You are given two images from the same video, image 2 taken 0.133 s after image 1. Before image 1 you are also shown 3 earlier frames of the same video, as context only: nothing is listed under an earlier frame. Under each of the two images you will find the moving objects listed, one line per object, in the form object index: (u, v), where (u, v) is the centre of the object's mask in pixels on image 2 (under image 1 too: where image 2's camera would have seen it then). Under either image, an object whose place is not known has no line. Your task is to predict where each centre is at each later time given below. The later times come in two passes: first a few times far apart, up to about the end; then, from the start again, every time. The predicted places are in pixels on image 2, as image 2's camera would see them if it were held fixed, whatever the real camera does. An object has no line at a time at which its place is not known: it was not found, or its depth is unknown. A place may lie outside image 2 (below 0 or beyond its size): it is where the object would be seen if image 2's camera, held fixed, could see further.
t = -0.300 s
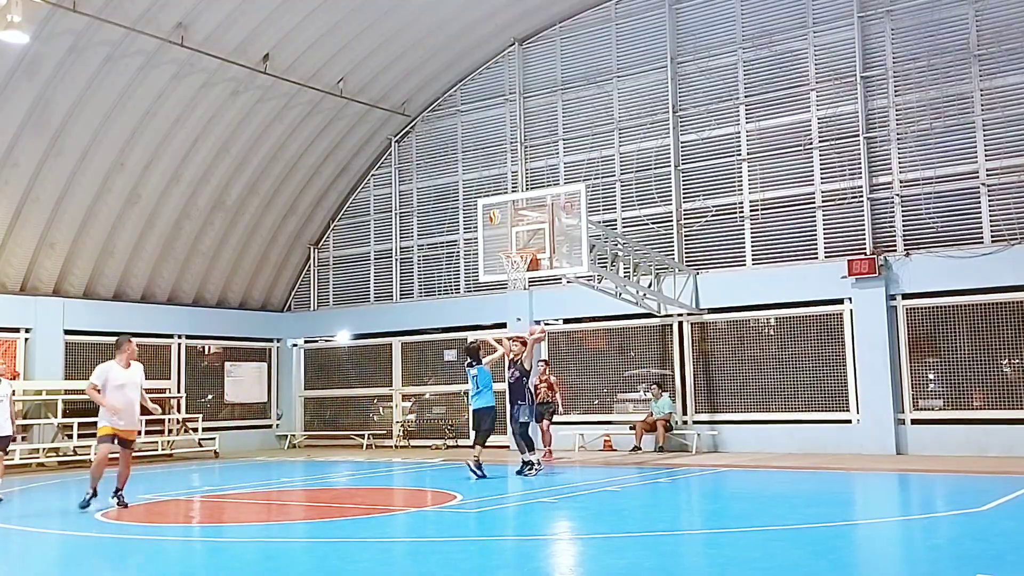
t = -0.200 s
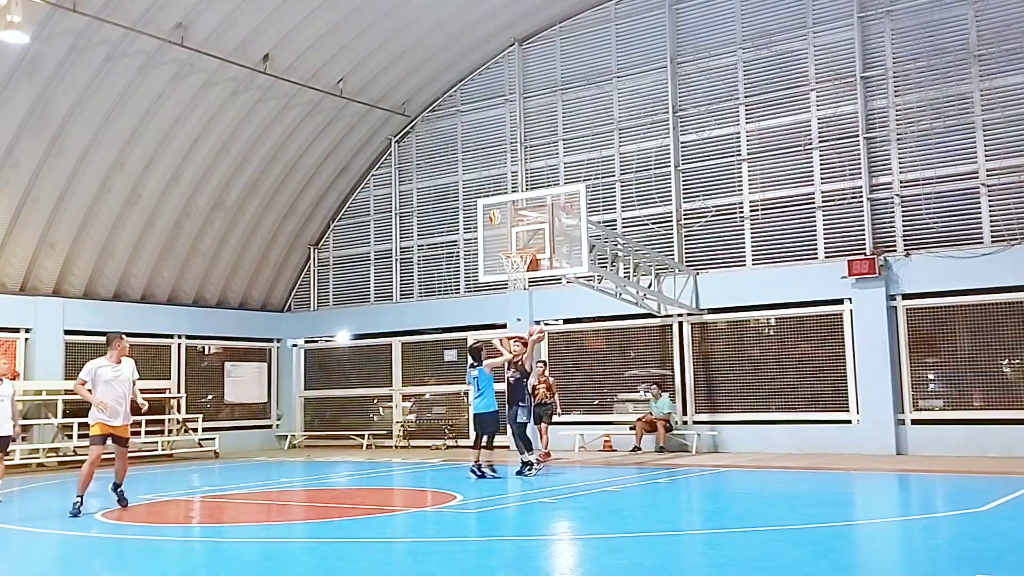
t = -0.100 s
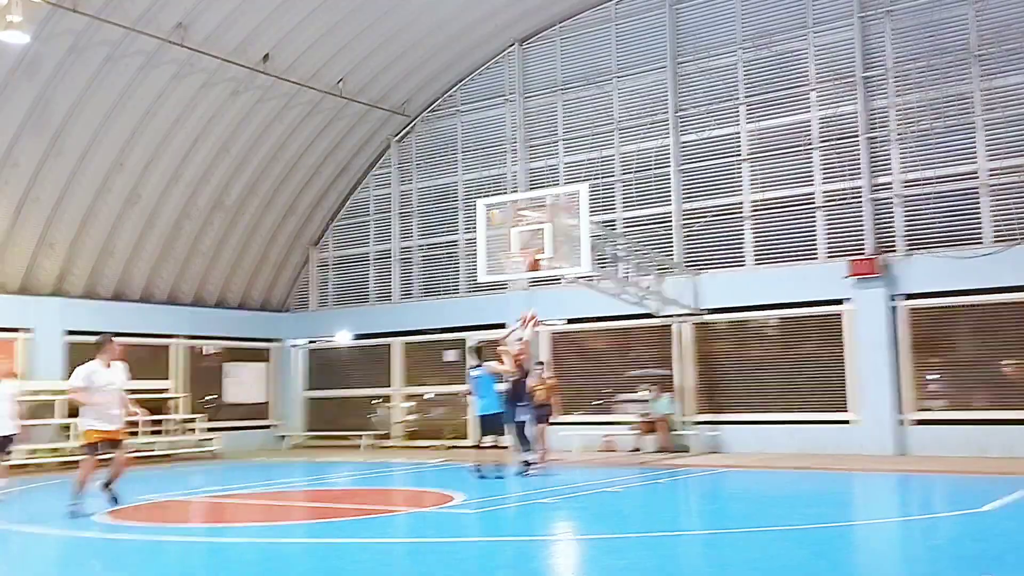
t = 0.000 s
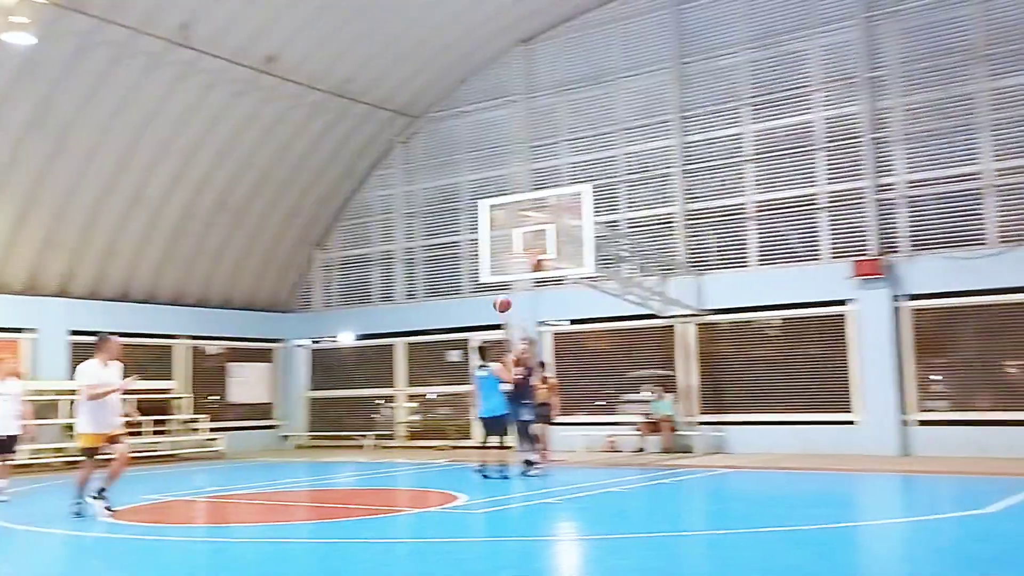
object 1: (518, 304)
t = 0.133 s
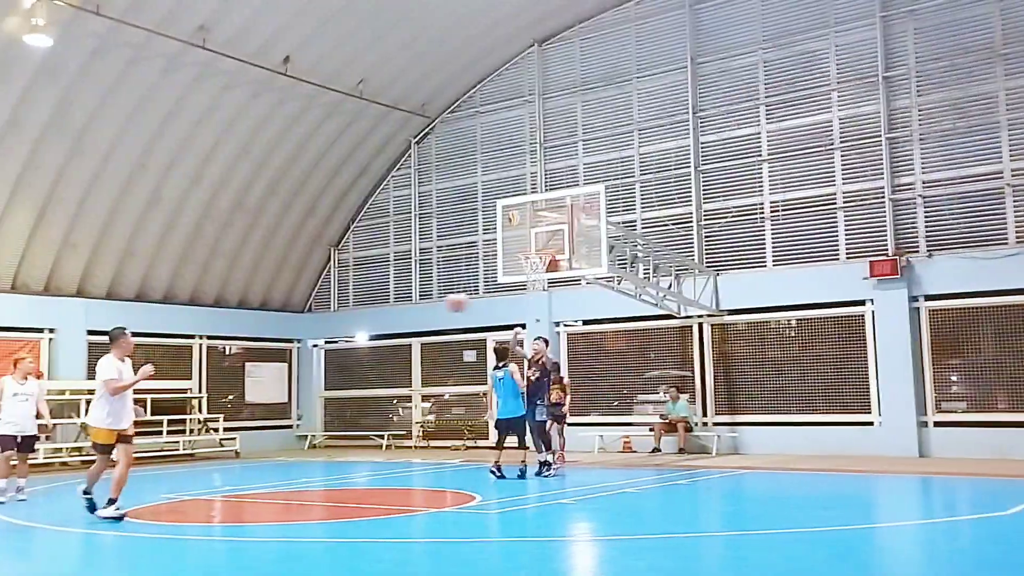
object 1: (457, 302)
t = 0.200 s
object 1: (425, 308)
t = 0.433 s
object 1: (289, 363)
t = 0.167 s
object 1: (441, 305)
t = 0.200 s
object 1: (425, 308)
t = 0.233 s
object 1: (408, 312)
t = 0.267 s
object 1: (390, 318)
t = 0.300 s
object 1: (371, 324)
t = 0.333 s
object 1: (351, 331)
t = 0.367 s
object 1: (333, 342)
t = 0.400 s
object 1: (310, 351)
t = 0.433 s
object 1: (289, 363)
